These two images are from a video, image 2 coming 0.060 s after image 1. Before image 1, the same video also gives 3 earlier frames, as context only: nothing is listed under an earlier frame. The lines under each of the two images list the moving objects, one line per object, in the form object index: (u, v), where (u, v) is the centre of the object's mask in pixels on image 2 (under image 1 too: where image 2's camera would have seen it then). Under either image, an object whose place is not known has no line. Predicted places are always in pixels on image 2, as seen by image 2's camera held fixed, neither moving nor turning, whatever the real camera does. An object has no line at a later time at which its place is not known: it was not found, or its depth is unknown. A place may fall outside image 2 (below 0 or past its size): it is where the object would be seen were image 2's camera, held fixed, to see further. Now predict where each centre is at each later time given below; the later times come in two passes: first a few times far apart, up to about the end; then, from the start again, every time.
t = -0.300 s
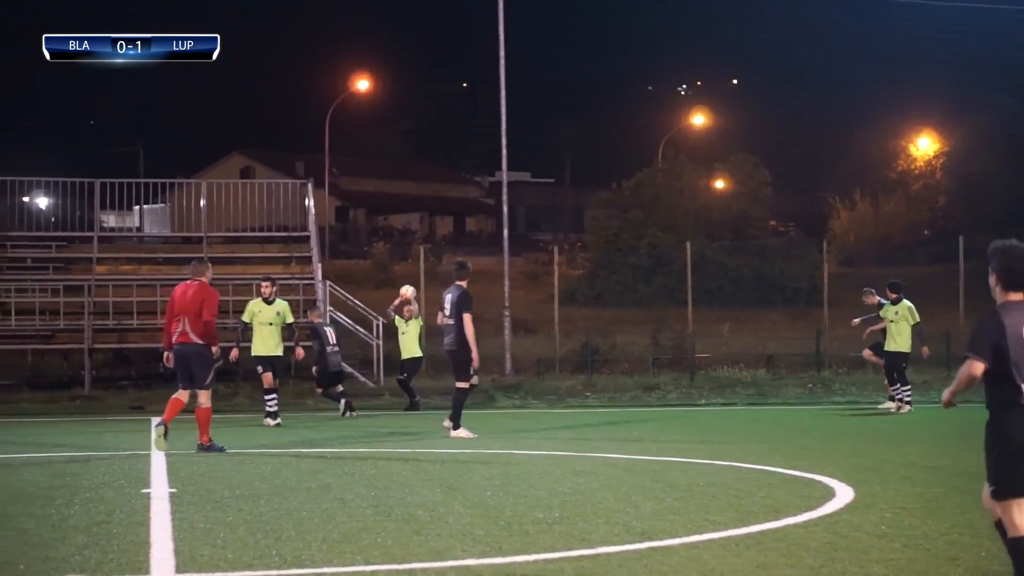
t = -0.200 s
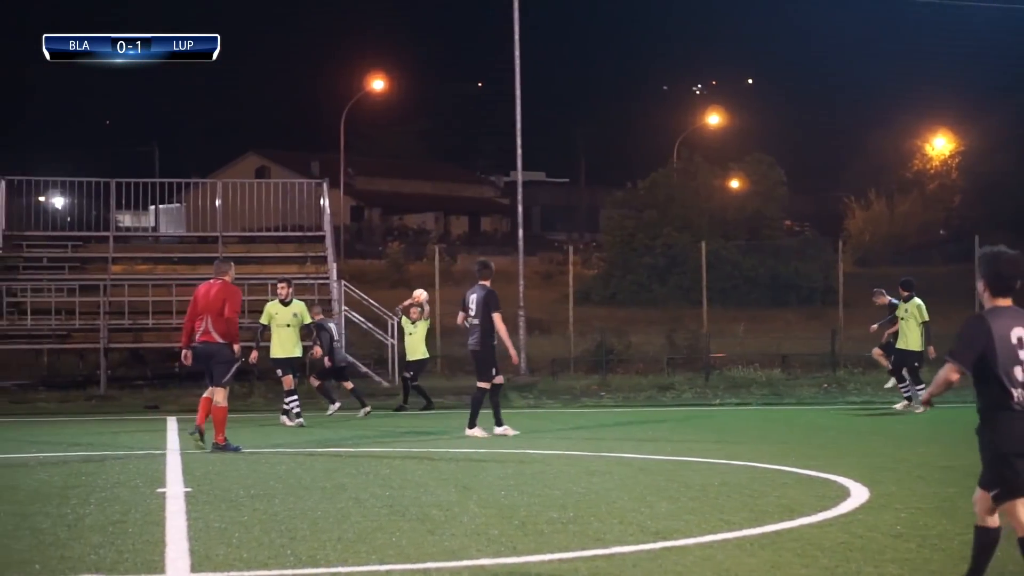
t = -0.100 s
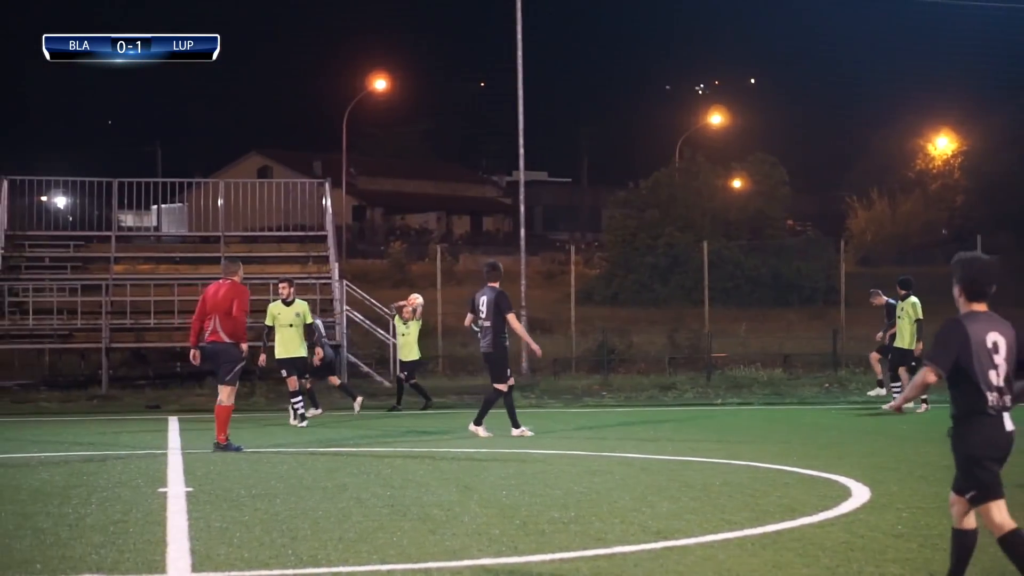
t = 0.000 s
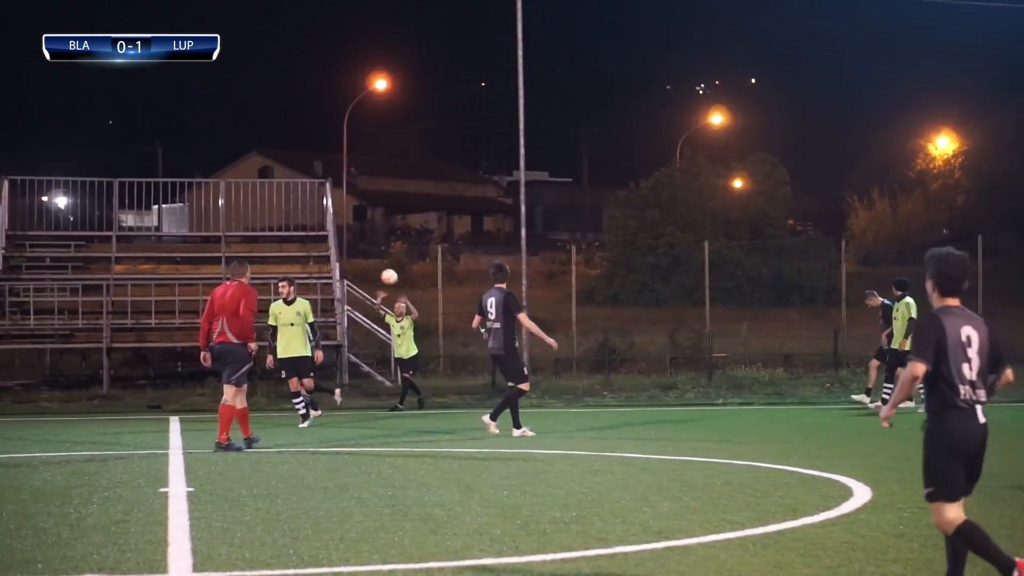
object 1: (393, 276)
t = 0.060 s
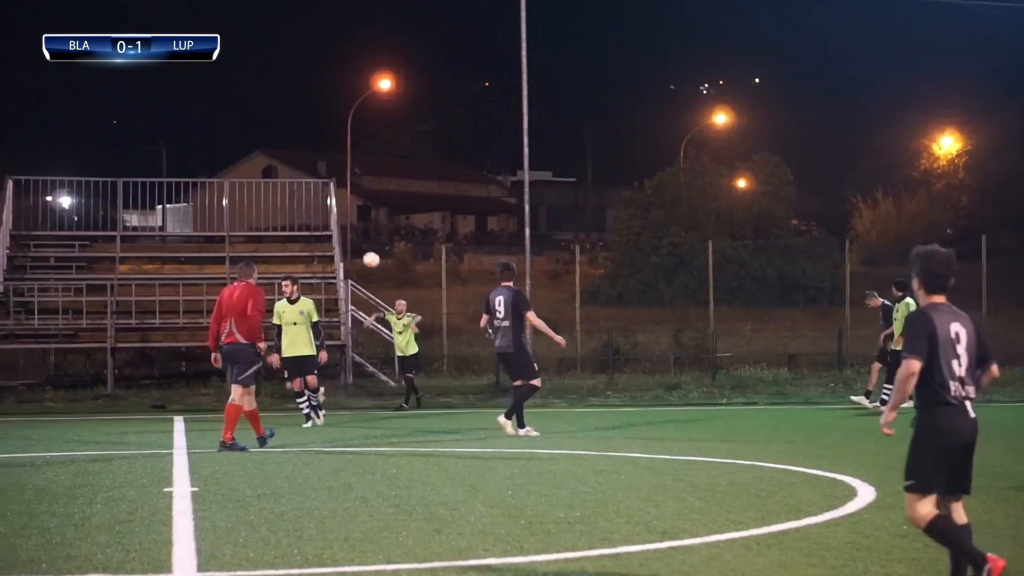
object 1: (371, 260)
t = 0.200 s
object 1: (317, 229)
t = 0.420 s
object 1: (223, 206)
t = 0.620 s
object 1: (124, 218)
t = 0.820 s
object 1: (8, 266)
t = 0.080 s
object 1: (364, 255)
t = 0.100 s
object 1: (356, 250)
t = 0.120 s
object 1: (349, 245)
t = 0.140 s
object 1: (341, 241)
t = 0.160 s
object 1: (333, 237)
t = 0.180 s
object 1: (325, 233)
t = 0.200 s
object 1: (317, 229)
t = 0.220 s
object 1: (309, 226)
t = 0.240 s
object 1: (301, 223)
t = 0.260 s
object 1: (293, 220)
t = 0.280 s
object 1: (284, 217)
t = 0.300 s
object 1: (276, 215)
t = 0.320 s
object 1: (267, 213)
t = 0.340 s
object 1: (259, 211)
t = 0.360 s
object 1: (250, 209)
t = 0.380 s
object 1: (241, 208)
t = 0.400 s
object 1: (232, 207)
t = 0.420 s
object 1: (223, 206)
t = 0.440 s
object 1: (214, 206)
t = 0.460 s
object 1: (204, 206)
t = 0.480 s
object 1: (194, 206)
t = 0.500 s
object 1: (185, 207)
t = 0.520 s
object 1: (175, 207)
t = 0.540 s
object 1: (165, 209)
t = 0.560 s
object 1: (155, 210)
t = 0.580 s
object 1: (144, 212)
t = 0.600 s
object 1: (134, 215)
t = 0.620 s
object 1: (124, 218)
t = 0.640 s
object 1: (113, 220)
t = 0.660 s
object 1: (102, 224)
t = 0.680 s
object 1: (91, 228)
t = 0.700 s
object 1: (79, 232)
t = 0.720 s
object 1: (68, 236)
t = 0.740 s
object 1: (56, 241)
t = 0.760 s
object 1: (44, 247)
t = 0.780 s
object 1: (32, 253)
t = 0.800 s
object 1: (20, 259)
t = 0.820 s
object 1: (8, 266)
